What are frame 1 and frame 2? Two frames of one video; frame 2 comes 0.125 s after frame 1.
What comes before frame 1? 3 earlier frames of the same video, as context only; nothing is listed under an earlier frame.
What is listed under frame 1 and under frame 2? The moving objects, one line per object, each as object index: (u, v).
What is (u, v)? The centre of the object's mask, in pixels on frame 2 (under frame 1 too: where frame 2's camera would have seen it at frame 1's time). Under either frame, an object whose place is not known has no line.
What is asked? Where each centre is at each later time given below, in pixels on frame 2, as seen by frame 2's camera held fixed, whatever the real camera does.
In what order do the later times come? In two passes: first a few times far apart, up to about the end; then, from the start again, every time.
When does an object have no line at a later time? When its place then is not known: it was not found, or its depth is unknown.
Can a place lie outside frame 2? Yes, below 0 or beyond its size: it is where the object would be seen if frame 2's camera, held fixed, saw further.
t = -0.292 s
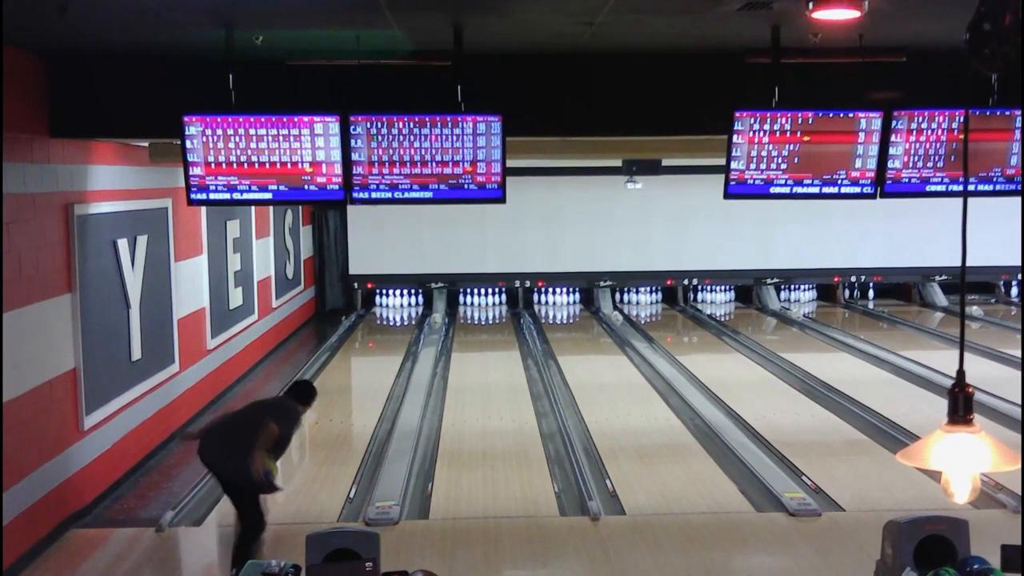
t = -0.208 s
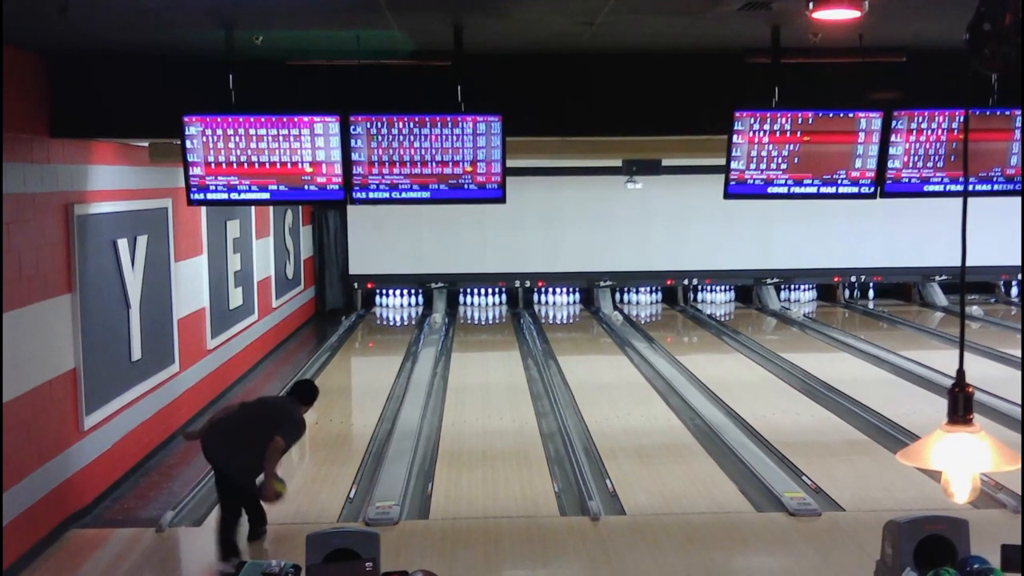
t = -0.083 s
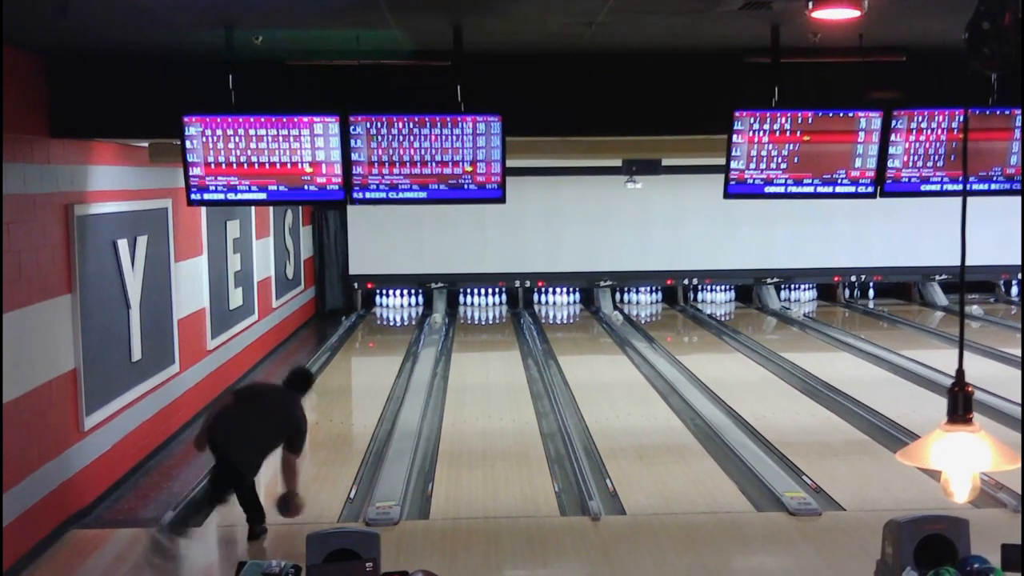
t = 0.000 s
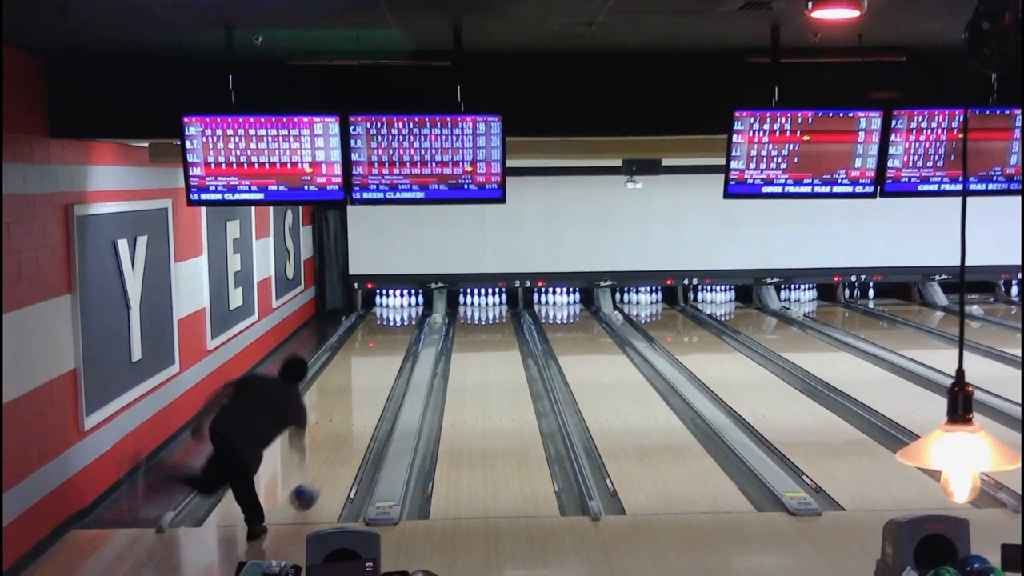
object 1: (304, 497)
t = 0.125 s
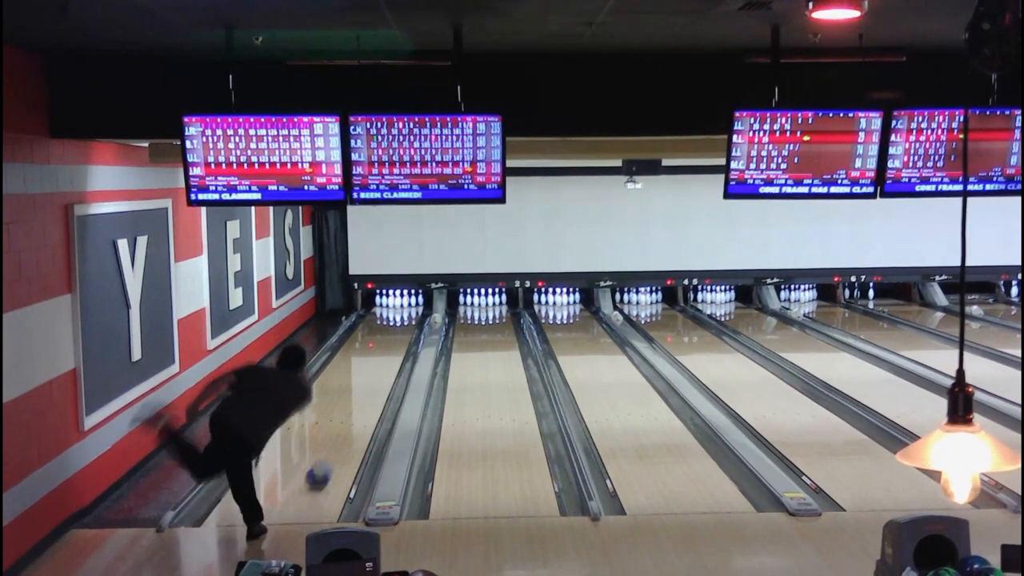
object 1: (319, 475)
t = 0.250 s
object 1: (334, 451)
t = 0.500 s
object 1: (355, 418)
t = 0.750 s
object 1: (371, 390)
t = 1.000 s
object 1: (383, 369)
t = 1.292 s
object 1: (392, 351)
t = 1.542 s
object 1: (396, 338)
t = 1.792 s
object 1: (399, 327)
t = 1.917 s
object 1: (400, 321)
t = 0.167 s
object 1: (324, 467)
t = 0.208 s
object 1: (328, 459)
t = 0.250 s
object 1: (334, 451)
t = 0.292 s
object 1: (338, 445)
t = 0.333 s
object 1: (340, 442)
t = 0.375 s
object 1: (343, 435)
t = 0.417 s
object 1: (348, 429)
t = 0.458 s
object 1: (352, 423)
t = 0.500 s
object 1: (355, 418)
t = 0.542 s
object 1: (357, 415)
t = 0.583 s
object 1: (360, 410)
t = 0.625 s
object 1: (363, 406)
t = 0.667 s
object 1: (365, 401)
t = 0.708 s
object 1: (369, 395)
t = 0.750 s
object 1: (371, 390)
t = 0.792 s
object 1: (373, 387)
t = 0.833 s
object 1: (374, 386)
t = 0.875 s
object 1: (377, 381)
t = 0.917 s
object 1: (379, 377)
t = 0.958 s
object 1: (381, 374)
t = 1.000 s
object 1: (383, 369)
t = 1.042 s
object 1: (384, 368)
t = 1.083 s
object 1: (385, 366)
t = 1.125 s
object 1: (387, 363)
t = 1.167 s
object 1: (388, 359)
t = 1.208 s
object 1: (390, 356)
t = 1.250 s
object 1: (391, 353)
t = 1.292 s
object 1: (392, 351)
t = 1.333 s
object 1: (393, 349)
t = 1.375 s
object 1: (394, 345)
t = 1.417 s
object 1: (395, 343)
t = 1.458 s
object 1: (396, 341)
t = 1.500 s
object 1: (397, 338)
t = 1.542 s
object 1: (396, 338)
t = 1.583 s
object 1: (398, 335)
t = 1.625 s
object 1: (399, 332)
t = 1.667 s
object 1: (399, 331)
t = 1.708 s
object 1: (400, 329)
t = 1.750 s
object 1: (400, 328)
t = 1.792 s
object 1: (399, 327)
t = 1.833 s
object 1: (400, 324)
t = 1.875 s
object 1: (401, 323)
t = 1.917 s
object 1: (400, 321)
